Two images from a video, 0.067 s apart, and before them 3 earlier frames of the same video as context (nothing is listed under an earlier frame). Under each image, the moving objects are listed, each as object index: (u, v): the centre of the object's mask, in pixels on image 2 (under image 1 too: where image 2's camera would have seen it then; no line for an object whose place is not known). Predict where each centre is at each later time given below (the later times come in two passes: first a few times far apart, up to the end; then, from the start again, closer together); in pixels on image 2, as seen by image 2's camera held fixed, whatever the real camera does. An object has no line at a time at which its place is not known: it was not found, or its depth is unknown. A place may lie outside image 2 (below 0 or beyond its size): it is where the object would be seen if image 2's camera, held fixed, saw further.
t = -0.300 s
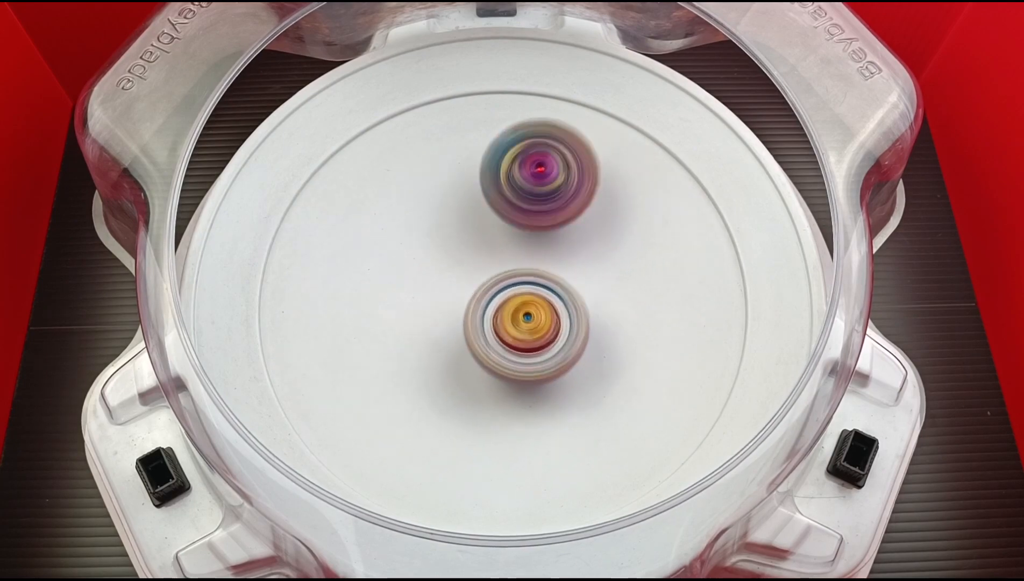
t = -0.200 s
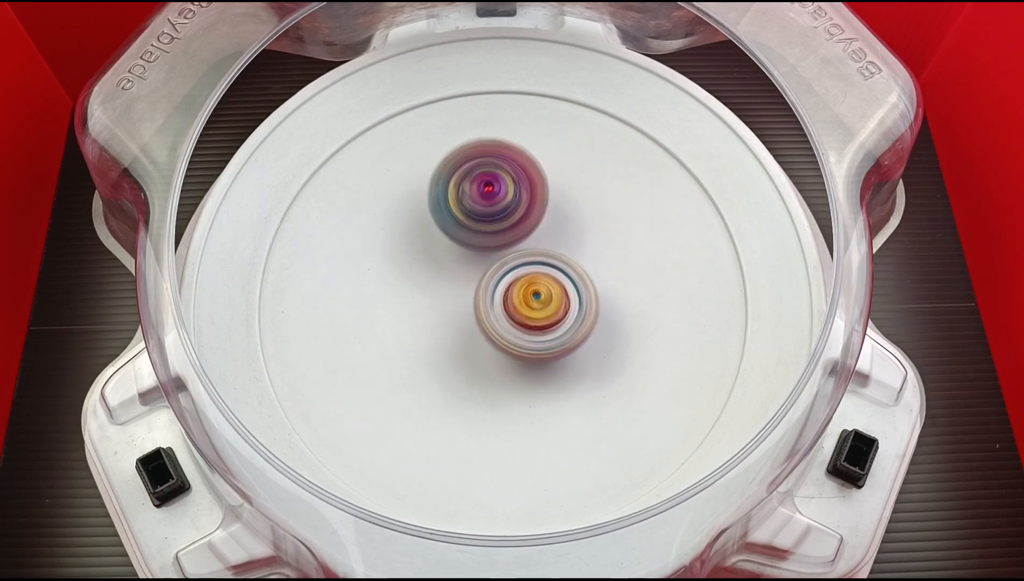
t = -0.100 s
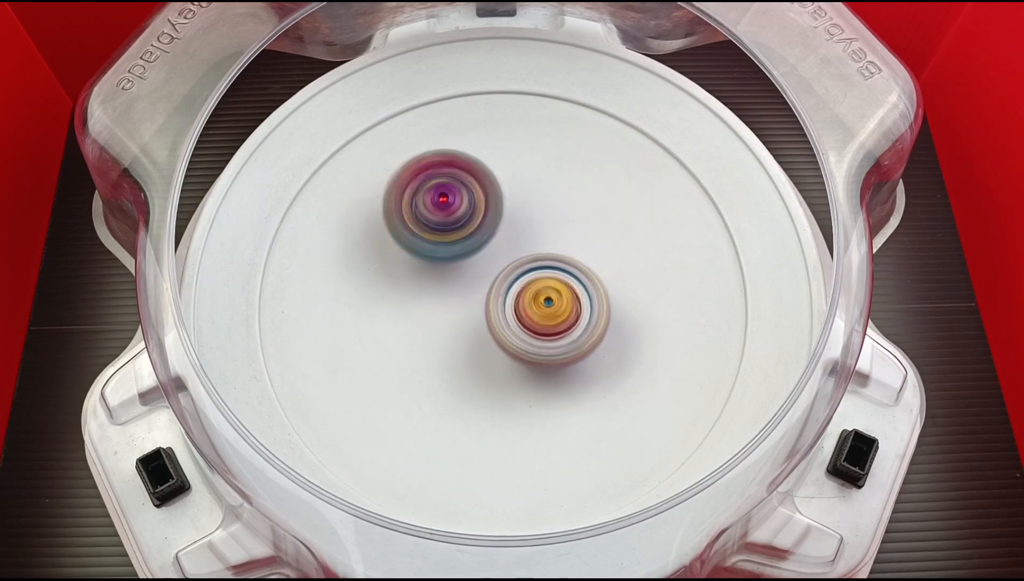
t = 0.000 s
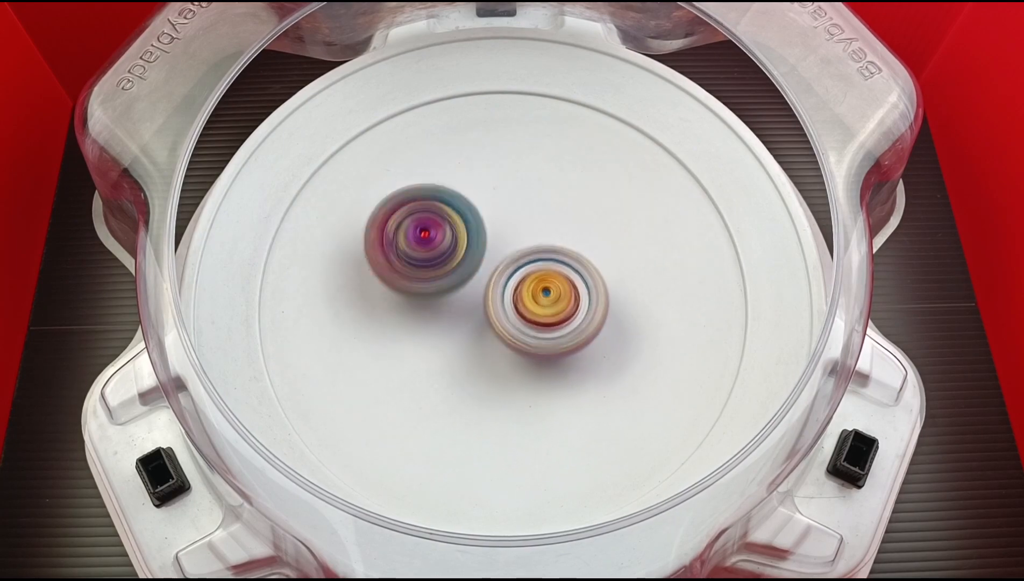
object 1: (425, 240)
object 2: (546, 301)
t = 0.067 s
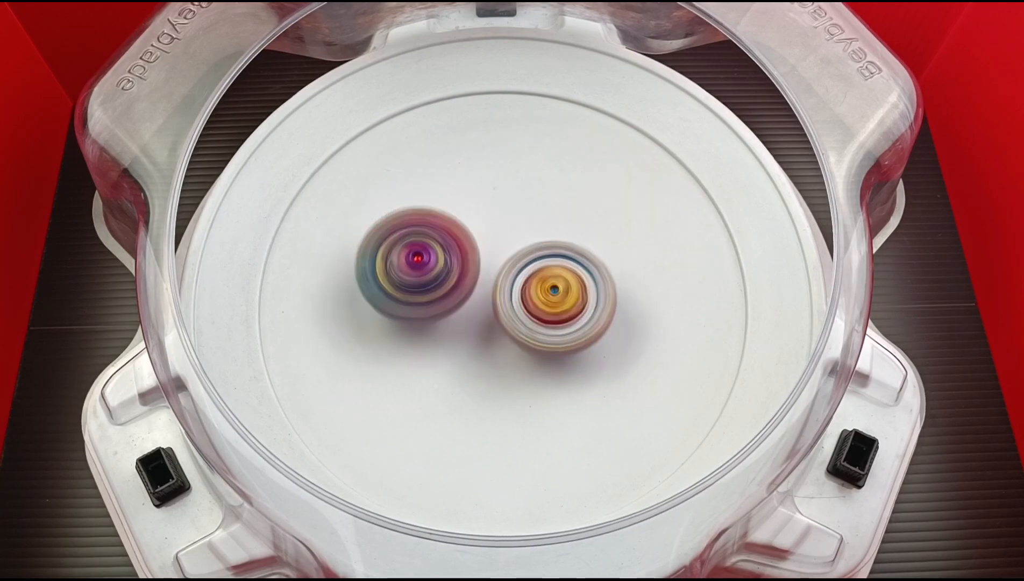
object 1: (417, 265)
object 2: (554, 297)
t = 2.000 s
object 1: (554, 293)
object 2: (419, 318)
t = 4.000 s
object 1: (570, 347)
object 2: (445, 208)
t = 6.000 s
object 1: (412, 290)
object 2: (580, 258)
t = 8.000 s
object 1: (548, 279)
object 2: (391, 294)
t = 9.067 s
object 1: (469, 325)
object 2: (536, 224)
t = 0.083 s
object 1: (413, 270)
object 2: (560, 297)
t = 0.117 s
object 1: (407, 279)
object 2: (567, 296)
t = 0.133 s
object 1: (407, 285)
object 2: (569, 295)
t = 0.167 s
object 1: (407, 296)
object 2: (571, 292)
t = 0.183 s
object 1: (410, 301)
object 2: (571, 291)
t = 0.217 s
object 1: (416, 312)
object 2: (571, 287)
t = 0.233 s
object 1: (422, 317)
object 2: (570, 285)
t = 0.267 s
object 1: (434, 329)
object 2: (568, 280)
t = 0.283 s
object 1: (440, 333)
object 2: (567, 278)
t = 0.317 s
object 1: (455, 341)
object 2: (563, 275)
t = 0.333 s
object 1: (458, 346)
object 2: (564, 272)
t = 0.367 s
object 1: (463, 355)
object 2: (569, 264)
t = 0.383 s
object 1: (466, 357)
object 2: (570, 261)
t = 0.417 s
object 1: (474, 361)
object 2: (567, 255)
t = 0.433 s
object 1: (480, 362)
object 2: (565, 252)
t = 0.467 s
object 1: (490, 362)
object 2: (561, 249)
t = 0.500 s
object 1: (500, 360)
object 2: (557, 246)
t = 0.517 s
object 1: (505, 358)
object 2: (553, 245)
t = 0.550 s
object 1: (511, 356)
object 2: (548, 242)
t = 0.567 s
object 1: (511, 361)
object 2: (548, 233)
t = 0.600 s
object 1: (511, 368)
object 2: (544, 221)
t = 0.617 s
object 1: (512, 370)
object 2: (542, 218)
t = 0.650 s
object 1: (514, 370)
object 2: (537, 213)
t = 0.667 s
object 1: (515, 370)
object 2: (534, 210)
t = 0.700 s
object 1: (517, 366)
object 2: (525, 209)
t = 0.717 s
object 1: (519, 364)
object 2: (521, 209)
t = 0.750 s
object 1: (521, 357)
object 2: (512, 210)
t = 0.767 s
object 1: (523, 353)
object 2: (507, 212)
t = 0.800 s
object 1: (525, 346)
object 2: (499, 216)
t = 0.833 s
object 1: (527, 339)
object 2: (491, 220)
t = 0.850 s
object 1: (528, 335)
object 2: (487, 223)
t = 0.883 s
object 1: (531, 337)
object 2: (478, 222)
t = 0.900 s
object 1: (532, 342)
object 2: (473, 217)
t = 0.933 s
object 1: (536, 349)
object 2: (465, 211)
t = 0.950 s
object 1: (537, 351)
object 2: (461, 209)
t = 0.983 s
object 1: (539, 353)
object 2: (454, 210)
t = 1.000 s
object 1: (540, 353)
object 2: (450, 212)
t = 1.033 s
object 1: (541, 351)
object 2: (445, 218)
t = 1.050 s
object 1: (542, 350)
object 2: (442, 221)
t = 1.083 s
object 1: (543, 346)
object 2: (436, 227)
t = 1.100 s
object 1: (543, 343)
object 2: (433, 230)
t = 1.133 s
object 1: (543, 338)
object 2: (430, 239)
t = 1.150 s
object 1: (542, 336)
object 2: (429, 242)
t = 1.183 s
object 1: (541, 330)
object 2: (427, 251)
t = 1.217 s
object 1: (539, 326)
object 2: (426, 259)
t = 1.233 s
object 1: (538, 323)
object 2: (426, 264)
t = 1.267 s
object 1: (554, 331)
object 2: (412, 259)
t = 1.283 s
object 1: (562, 335)
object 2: (405, 256)
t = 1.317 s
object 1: (574, 341)
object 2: (394, 255)
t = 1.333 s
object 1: (578, 343)
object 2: (390, 255)
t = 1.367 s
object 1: (583, 343)
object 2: (386, 259)
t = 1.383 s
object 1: (584, 343)
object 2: (385, 261)
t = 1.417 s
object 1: (584, 340)
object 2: (384, 267)
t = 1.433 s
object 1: (583, 338)
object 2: (384, 271)
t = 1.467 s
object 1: (580, 333)
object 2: (387, 278)
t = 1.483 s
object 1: (578, 330)
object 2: (388, 281)
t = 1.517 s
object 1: (572, 324)
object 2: (391, 287)
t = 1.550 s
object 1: (565, 318)
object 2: (396, 294)
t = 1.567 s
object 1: (562, 316)
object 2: (399, 297)
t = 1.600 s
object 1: (554, 311)
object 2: (406, 302)
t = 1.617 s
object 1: (549, 309)
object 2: (409, 305)
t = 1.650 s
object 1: (549, 305)
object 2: (409, 308)
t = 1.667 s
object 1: (560, 305)
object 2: (401, 306)
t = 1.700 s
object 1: (576, 305)
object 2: (386, 304)
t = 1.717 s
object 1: (583, 304)
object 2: (382, 303)
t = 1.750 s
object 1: (592, 303)
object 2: (377, 304)
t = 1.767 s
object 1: (594, 303)
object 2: (377, 305)
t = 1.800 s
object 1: (596, 301)
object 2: (379, 307)
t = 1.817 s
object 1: (595, 301)
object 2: (380, 308)
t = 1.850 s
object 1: (592, 299)
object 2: (385, 311)
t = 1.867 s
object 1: (589, 298)
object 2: (388, 312)
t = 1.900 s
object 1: (582, 296)
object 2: (394, 315)
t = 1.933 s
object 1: (573, 295)
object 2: (402, 317)
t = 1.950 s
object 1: (569, 294)
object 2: (406, 318)
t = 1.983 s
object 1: (559, 293)
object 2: (414, 319)
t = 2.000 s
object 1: (554, 293)
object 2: (419, 318)
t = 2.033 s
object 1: (550, 292)
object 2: (422, 317)
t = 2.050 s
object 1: (553, 291)
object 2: (419, 315)
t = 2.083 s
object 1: (557, 288)
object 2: (418, 315)
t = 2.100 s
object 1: (557, 288)
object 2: (419, 314)
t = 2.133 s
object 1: (557, 286)
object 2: (421, 311)
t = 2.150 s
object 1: (556, 285)
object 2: (423, 310)
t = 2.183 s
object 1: (553, 284)
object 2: (428, 307)
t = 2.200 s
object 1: (556, 283)
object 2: (426, 305)
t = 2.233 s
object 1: (562, 282)
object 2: (422, 303)
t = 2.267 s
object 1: (564, 280)
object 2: (422, 300)
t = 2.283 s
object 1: (564, 280)
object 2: (422, 298)
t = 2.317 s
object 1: (562, 279)
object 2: (422, 296)
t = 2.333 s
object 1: (561, 279)
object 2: (422, 295)
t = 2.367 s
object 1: (557, 278)
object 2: (424, 292)
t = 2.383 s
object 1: (554, 278)
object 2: (425, 291)
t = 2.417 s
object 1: (555, 279)
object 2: (423, 288)
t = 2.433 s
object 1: (558, 279)
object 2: (420, 286)
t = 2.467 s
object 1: (562, 278)
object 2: (414, 284)
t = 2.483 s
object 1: (563, 278)
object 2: (413, 283)
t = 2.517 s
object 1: (563, 279)
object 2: (412, 282)
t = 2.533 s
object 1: (562, 279)
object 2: (411, 282)
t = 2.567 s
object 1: (559, 278)
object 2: (411, 283)
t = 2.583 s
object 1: (557, 278)
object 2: (412, 281)
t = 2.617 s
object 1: (553, 278)
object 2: (412, 282)
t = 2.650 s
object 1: (548, 279)
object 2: (415, 282)
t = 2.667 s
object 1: (546, 279)
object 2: (416, 281)
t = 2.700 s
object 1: (549, 281)
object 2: (413, 280)
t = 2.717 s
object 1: (554, 282)
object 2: (411, 279)
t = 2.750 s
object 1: (560, 284)
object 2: (406, 277)
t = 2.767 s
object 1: (561, 284)
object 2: (406, 277)
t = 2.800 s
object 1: (563, 284)
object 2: (406, 276)
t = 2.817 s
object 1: (563, 284)
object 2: (406, 276)
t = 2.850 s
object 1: (561, 285)
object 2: (408, 277)
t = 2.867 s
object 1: (560, 285)
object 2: (410, 277)
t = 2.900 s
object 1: (558, 285)
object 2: (413, 277)
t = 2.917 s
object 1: (557, 285)
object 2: (415, 278)
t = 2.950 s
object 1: (554, 285)
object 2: (419, 276)
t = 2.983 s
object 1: (552, 285)
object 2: (422, 275)
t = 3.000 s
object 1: (557, 287)
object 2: (419, 274)
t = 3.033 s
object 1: (566, 290)
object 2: (414, 269)
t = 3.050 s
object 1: (569, 291)
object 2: (413, 267)
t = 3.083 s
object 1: (573, 292)
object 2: (414, 265)
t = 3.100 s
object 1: (574, 293)
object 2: (415, 265)
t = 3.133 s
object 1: (575, 293)
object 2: (418, 265)
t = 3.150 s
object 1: (574, 293)
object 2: (419, 265)
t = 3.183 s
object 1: (572, 292)
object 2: (423, 265)
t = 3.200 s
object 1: (571, 292)
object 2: (426, 265)
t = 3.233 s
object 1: (568, 292)
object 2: (431, 264)
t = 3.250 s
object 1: (567, 292)
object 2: (433, 265)
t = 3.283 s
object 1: (563, 291)
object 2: (438, 264)
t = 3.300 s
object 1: (565, 292)
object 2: (438, 262)
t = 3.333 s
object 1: (572, 296)
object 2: (435, 257)
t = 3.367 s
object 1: (577, 300)
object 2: (434, 253)
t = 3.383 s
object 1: (578, 300)
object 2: (435, 252)
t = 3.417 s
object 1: (578, 303)
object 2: (438, 250)
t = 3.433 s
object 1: (578, 304)
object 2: (438, 248)
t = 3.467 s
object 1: (575, 304)
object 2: (441, 248)
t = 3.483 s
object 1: (573, 304)
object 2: (443, 247)
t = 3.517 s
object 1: (570, 304)
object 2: (446, 248)
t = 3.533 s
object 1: (568, 303)
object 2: (448, 247)
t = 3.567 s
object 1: (564, 303)
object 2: (451, 247)
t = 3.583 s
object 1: (564, 304)
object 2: (452, 245)
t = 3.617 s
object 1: (568, 309)
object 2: (448, 240)
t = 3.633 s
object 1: (569, 311)
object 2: (448, 239)
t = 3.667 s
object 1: (569, 313)
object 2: (449, 235)
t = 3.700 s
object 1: (568, 315)
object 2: (450, 234)
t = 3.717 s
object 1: (567, 316)
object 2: (451, 234)
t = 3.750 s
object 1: (564, 317)
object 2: (453, 234)
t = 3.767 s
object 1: (563, 317)
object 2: (454, 234)
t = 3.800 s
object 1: (560, 316)
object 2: (456, 234)
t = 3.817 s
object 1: (558, 315)
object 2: (458, 235)
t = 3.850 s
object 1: (554, 313)
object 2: (460, 235)
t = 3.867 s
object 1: (554, 314)
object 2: (461, 235)
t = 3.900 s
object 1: (562, 326)
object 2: (454, 221)
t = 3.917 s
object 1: (566, 333)
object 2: (450, 216)
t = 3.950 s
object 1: (569, 340)
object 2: (448, 210)
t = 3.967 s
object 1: (569, 344)
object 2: (446, 208)
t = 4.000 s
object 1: (570, 347)
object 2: (445, 208)
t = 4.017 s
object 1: (570, 348)
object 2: (444, 208)
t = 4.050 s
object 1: (570, 347)
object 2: (444, 210)
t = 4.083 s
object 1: (569, 346)
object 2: (443, 212)
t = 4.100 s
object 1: (568, 345)
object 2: (443, 214)
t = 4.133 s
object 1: (566, 343)
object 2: (444, 216)
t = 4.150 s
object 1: (565, 342)
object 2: (445, 219)
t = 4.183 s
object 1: (562, 340)
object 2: (447, 223)
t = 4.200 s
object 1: (561, 339)
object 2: (448, 226)
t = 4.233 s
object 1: (557, 336)
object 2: (452, 230)
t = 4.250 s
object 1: (555, 335)
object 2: (454, 232)
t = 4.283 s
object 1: (551, 333)
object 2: (459, 237)
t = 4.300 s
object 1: (549, 332)
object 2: (461, 239)
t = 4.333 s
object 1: (548, 335)
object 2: (465, 241)
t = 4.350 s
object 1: (550, 340)
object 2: (463, 237)
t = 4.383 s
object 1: (554, 351)
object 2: (463, 230)
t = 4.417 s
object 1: (555, 357)
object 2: (463, 229)
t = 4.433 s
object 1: (555, 358)
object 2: (465, 228)
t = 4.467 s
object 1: (554, 360)
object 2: (467, 229)
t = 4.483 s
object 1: (553, 359)
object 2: (469, 229)
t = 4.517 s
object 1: (552, 358)
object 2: (470, 230)
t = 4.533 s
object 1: (550, 356)
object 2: (473, 232)
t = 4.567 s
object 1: (548, 353)
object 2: (476, 233)
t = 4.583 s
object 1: (546, 352)
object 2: (478, 236)
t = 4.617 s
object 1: (544, 349)
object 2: (482, 237)
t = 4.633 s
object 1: (542, 347)
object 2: (484, 240)
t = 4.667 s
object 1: (541, 349)
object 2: (488, 238)
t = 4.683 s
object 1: (540, 354)
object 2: (487, 233)
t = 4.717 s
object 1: (538, 359)
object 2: (490, 229)
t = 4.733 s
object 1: (537, 361)
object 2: (490, 226)
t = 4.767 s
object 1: (532, 361)
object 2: (494, 226)
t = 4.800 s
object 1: (526, 361)
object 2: (495, 226)
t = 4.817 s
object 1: (523, 361)
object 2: (497, 226)
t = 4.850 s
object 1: (518, 358)
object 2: (498, 228)
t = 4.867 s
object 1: (515, 357)
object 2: (500, 228)
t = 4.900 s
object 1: (511, 355)
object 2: (501, 230)
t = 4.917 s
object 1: (508, 352)
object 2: (503, 231)
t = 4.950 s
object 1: (503, 348)
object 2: (504, 234)
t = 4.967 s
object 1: (500, 349)
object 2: (506, 232)
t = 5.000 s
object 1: (496, 348)
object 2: (509, 231)
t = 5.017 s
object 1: (493, 347)
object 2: (511, 230)
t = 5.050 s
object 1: (489, 346)
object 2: (512, 231)
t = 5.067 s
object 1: (487, 344)
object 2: (514, 231)
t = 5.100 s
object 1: (482, 343)
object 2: (516, 231)
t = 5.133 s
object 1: (477, 343)
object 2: (520, 230)
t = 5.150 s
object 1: (474, 343)
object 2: (522, 228)
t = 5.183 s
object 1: (468, 344)
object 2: (525, 226)
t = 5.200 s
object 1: (467, 345)
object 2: (527, 226)
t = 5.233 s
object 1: (464, 344)
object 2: (528, 225)
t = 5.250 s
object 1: (463, 343)
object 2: (529, 226)
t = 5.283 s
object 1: (462, 342)
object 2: (530, 226)
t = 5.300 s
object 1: (461, 341)
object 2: (531, 227)
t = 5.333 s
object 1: (459, 339)
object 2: (531, 228)
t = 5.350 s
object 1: (459, 339)
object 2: (532, 229)
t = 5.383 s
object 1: (458, 338)
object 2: (532, 231)
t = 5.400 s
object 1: (457, 336)
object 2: (532, 233)
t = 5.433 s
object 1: (456, 334)
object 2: (532, 235)
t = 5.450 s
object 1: (456, 334)
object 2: (533, 236)
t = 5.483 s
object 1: (455, 331)
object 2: (532, 239)
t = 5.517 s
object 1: (450, 331)
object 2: (536, 239)
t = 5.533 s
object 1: (448, 331)
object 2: (537, 240)
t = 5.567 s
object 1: (444, 329)
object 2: (540, 241)
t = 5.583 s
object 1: (443, 327)
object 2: (540, 243)
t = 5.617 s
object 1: (441, 324)
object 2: (542, 245)
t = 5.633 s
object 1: (441, 324)
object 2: (542, 247)
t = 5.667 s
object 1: (440, 321)
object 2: (543, 249)
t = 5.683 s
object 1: (440, 319)
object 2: (543, 252)
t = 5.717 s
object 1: (434, 317)
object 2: (549, 253)
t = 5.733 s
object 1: (426, 318)
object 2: (557, 252)
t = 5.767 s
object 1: (415, 318)
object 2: (567, 251)
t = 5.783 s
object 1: (412, 315)
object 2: (570, 251)
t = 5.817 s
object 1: (408, 312)
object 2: (575, 252)
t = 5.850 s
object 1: (407, 308)
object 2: (577, 252)
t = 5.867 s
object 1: (407, 305)
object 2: (579, 253)
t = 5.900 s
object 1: (406, 302)
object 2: (579, 253)
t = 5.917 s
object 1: (407, 298)
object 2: (580, 253)
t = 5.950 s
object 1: (408, 295)
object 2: (580, 255)
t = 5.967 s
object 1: (409, 294)
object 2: (580, 255)
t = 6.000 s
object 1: (412, 290)
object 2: (580, 258)
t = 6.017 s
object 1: (413, 289)
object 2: (579, 258)
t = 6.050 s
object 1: (416, 287)
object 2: (578, 261)
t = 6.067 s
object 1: (418, 286)
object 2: (577, 262)
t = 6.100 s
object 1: (422, 285)
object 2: (576, 265)
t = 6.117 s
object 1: (424, 284)
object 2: (574, 267)
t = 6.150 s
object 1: (428, 283)
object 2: (572, 270)
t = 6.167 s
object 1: (431, 282)
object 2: (570, 273)
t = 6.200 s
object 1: (435, 281)
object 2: (568, 277)
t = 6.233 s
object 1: (439, 279)
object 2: (566, 281)
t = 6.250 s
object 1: (438, 278)
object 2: (567, 285)
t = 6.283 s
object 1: (425, 271)
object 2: (579, 293)
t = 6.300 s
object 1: (421, 267)
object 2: (584, 297)
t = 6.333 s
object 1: (417, 263)
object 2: (590, 303)
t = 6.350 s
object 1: (417, 260)
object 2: (592, 306)
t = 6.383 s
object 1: (419, 256)
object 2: (593, 309)
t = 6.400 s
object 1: (421, 256)
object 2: (594, 311)
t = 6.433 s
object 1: (425, 251)
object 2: (593, 313)
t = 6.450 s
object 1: (426, 250)
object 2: (593, 314)
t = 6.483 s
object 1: (432, 249)
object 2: (592, 318)
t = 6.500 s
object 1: (433, 248)
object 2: (591, 318)
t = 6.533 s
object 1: (439, 247)
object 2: (589, 320)
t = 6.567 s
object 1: (443, 246)
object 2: (586, 323)
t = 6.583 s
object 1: (445, 246)
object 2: (583, 323)
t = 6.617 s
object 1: (450, 246)
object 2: (580, 325)
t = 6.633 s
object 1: (452, 246)
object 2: (578, 327)
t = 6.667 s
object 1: (456, 246)
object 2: (574, 328)
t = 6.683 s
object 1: (458, 246)
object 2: (571, 329)
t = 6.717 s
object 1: (462, 247)
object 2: (566, 331)
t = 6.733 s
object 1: (464, 247)
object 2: (564, 332)
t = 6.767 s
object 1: (467, 248)
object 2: (558, 333)
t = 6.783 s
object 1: (469, 249)
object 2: (556, 335)
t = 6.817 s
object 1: (469, 243)
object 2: (554, 344)
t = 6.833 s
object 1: (466, 234)
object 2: (557, 353)
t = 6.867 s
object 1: (462, 222)
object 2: (559, 367)
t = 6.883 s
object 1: (462, 216)
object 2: (559, 371)
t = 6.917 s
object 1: (463, 210)
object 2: (557, 378)
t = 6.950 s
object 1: (466, 207)
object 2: (555, 383)
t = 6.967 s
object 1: (468, 208)
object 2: (554, 384)
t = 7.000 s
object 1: (472, 208)
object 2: (552, 387)
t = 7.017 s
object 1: (473, 209)
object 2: (549, 388)
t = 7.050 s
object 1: (477, 212)
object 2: (547, 389)
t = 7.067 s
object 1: (478, 213)
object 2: (545, 391)
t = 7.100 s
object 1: (482, 217)
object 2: (540, 390)
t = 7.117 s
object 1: (484, 218)
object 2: (539, 390)
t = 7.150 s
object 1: (488, 223)
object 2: (534, 390)
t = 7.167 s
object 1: (490, 224)
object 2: (533, 388)
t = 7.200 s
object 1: (493, 228)
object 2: (527, 385)
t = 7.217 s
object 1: (495, 230)
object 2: (524, 384)
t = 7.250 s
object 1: (499, 233)
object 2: (519, 382)
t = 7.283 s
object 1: (502, 237)
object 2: (513, 380)
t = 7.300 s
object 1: (503, 238)
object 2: (509, 377)
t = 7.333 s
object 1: (506, 242)
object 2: (504, 373)
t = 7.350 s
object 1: (508, 243)
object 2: (500, 372)
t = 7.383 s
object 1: (511, 246)
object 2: (493, 368)
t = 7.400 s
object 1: (513, 247)
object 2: (491, 366)
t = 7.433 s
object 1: (518, 245)
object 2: (482, 366)
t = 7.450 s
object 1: (522, 241)
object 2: (476, 368)
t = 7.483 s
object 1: (528, 235)
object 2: (467, 370)
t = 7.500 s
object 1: (530, 234)
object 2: (462, 371)
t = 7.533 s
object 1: (534, 234)
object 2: (455, 367)
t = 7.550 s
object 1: (535, 235)
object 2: (453, 366)
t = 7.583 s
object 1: (537, 238)
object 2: (448, 362)
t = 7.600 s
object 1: (537, 240)
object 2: (445, 360)
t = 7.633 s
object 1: (538, 244)
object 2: (440, 356)
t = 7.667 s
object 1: (538, 248)
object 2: (436, 351)
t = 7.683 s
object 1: (538, 250)
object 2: (434, 348)
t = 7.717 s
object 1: (537, 253)
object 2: (430, 343)
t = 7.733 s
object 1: (536, 255)
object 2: (427, 341)
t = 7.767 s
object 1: (535, 258)
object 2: (423, 335)
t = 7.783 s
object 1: (535, 260)
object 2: (422, 333)
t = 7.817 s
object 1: (533, 263)
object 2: (420, 328)
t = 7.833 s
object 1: (533, 265)
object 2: (418, 324)
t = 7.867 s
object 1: (532, 268)
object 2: (416, 318)
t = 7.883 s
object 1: (532, 269)
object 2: (414, 315)
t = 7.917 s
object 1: (532, 271)
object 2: (411, 308)
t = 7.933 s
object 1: (533, 273)
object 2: (410, 306)
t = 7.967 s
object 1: (538, 276)
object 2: (401, 300)
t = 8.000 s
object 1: (548, 279)
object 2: (391, 294)
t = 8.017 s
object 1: (550, 281)
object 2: (388, 290)
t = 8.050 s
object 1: (554, 284)
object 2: (385, 285)
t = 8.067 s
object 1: (554, 286)
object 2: (383, 283)
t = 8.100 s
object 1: (555, 289)
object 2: (381, 278)
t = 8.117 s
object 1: (553, 290)
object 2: (381, 277)
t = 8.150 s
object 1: (552, 293)
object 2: (380, 273)
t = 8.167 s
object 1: (551, 294)
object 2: (380, 270)
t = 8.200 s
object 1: (549, 296)
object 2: (381, 266)
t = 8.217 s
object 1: (548, 297)
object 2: (381, 264)
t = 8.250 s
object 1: (545, 299)
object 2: (384, 260)
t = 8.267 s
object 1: (544, 301)
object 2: (386, 259)
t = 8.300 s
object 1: (540, 302)
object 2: (389, 256)
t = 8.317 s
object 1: (539, 304)
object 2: (390, 253)
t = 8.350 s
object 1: (536, 305)
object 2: (394, 250)
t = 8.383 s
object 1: (532, 308)
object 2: (400, 247)
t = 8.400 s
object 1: (530, 309)
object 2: (402, 245)
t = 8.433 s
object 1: (526, 311)
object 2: (407, 242)
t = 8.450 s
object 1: (524, 312)
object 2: (411, 242)
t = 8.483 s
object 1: (521, 313)
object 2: (417, 239)
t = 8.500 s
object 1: (518, 315)
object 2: (420, 237)
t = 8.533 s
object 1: (518, 319)
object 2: (425, 231)
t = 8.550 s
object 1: (518, 324)
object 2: (426, 227)
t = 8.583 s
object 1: (516, 328)
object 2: (431, 221)
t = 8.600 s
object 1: (515, 330)
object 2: (435, 220)
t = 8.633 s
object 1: (512, 333)
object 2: (441, 217)
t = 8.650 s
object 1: (510, 334)
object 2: (443, 215)
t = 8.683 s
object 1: (507, 336)
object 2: (450, 214)
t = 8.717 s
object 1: (503, 335)
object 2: (456, 213)
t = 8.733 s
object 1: (502, 336)
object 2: (459, 213)
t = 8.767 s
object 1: (498, 335)
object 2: (466, 211)
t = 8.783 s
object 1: (497, 335)
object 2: (471, 211)
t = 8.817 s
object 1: (493, 335)
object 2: (478, 211)
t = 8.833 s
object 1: (492, 334)
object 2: (481, 211)
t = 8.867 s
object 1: (489, 335)
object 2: (489, 212)
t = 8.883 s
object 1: (487, 334)
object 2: (493, 214)
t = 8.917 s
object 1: (484, 333)
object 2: (501, 215)
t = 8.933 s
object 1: (482, 332)
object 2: (505, 215)
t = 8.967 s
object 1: (478, 330)
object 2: (513, 217)
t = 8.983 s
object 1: (477, 329)
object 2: (516, 218)
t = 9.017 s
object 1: (474, 328)
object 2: (524, 220)
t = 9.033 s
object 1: (472, 327)
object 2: (528, 221)
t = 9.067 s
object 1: (469, 325)
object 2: (536, 224)
